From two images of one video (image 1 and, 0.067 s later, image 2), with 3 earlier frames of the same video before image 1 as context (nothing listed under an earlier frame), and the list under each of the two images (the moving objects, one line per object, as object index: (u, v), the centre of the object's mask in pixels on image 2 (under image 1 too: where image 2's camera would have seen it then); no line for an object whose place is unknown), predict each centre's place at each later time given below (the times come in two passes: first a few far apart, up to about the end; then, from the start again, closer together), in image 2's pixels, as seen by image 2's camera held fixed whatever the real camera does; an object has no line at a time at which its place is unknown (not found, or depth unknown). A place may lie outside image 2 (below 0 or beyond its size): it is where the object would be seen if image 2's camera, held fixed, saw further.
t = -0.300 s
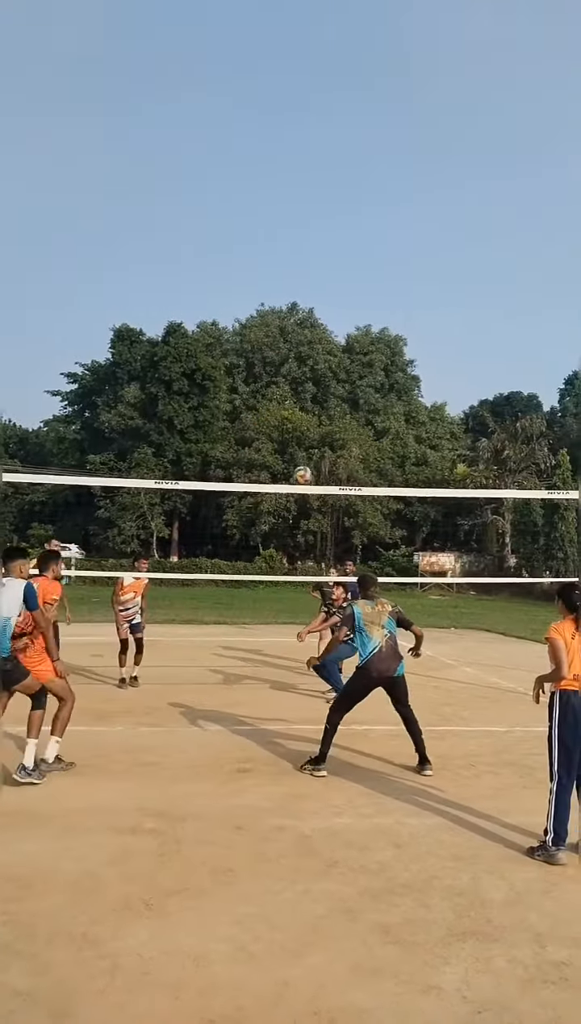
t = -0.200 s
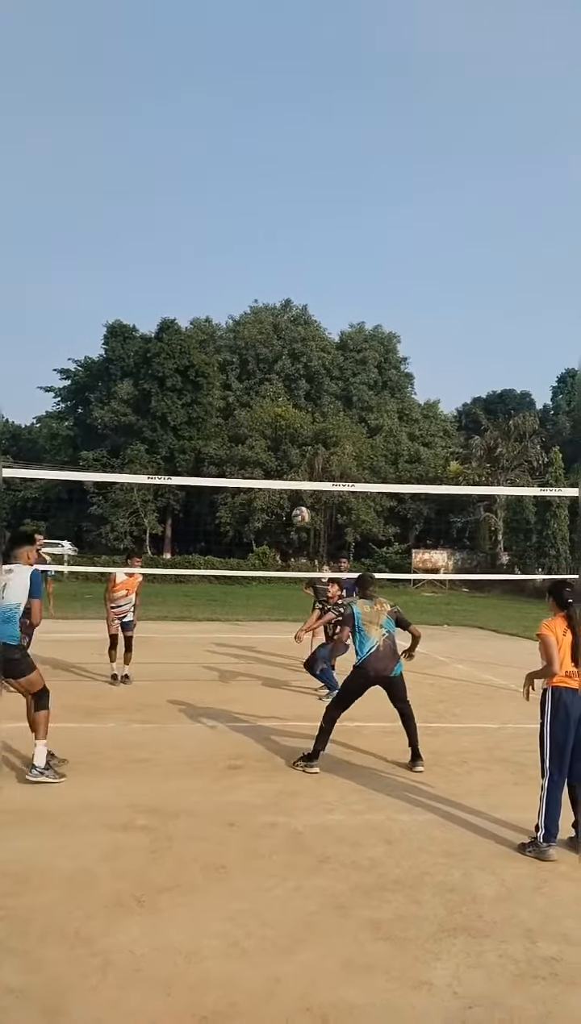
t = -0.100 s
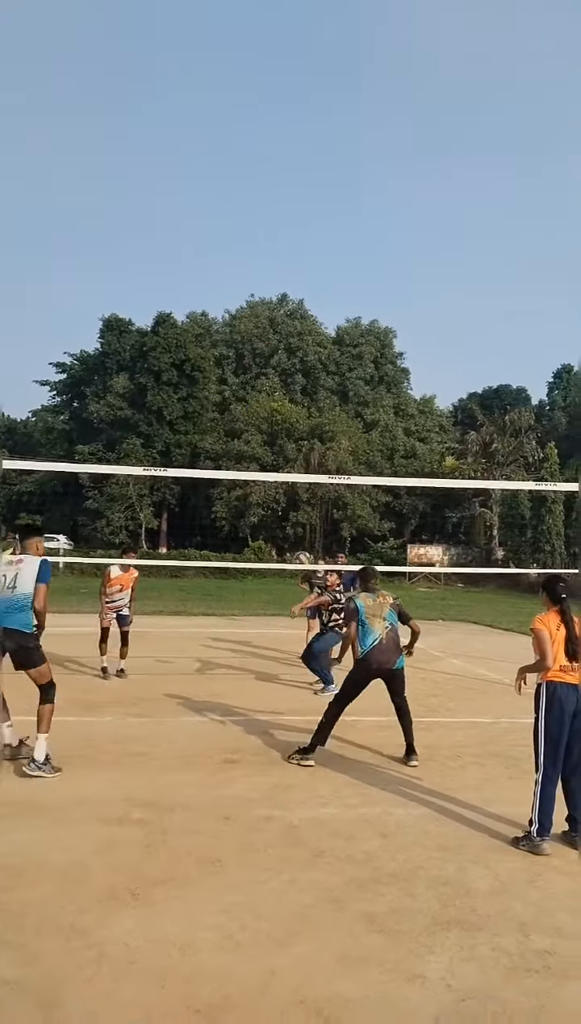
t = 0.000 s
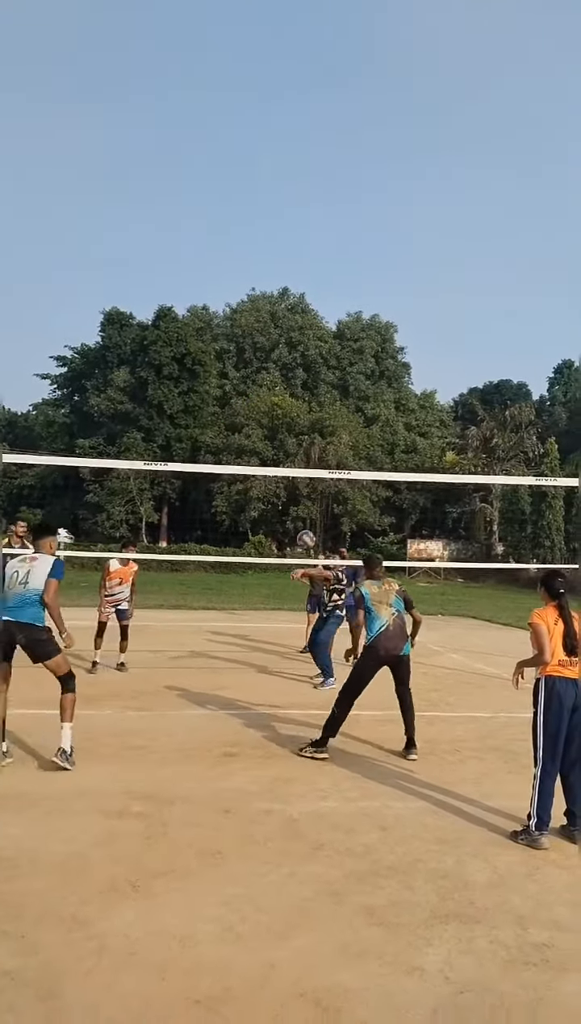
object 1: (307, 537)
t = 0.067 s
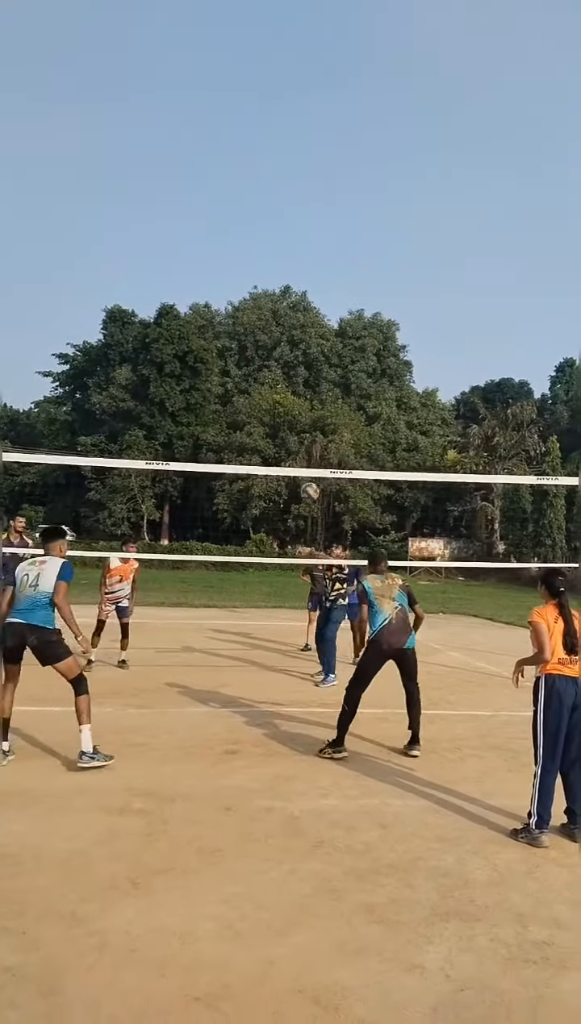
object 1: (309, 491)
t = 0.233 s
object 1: (316, 391)
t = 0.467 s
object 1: (328, 289)
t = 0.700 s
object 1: (342, 231)
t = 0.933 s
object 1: (356, 222)
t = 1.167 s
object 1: (370, 264)
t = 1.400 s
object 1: (384, 360)
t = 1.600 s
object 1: (395, 491)
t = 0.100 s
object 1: (311, 465)
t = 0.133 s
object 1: (312, 448)
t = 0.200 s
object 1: (315, 410)
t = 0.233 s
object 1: (316, 391)
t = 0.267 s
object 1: (318, 374)
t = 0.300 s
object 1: (319, 357)
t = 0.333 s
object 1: (321, 342)
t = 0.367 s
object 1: (323, 328)
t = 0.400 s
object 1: (324, 314)
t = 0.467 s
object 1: (328, 289)
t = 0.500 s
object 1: (330, 278)
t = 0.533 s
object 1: (332, 268)
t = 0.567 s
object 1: (334, 259)
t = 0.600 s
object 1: (336, 251)
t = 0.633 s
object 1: (338, 243)
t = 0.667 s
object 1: (340, 237)
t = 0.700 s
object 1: (342, 231)
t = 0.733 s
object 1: (344, 227)
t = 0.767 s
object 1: (346, 224)
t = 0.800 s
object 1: (348, 221)
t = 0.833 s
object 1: (350, 220)
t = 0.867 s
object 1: (352, 219)
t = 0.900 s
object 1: (354, 220)
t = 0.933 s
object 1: (356, 222)
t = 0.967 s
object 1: (358, 224)
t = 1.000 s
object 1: (360, 228)
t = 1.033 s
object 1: (361, 233)
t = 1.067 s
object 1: (363, 239)
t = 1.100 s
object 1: (366, 246)
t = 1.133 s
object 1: (368, 255)
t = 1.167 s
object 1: (370, 264)
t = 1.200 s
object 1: (372, 275)
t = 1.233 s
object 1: (373, 287)
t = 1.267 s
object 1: (375, 299)
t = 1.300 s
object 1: (377, 313)
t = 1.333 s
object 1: (380, 327)
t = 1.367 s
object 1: (382, 344)
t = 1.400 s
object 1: (384, 360)
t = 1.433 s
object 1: (386, 379)
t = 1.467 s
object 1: (387, 399)
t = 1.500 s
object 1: (389, 420)
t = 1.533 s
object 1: (392, 442)
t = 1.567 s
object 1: (393, 466)
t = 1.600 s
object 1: (395, 491)
